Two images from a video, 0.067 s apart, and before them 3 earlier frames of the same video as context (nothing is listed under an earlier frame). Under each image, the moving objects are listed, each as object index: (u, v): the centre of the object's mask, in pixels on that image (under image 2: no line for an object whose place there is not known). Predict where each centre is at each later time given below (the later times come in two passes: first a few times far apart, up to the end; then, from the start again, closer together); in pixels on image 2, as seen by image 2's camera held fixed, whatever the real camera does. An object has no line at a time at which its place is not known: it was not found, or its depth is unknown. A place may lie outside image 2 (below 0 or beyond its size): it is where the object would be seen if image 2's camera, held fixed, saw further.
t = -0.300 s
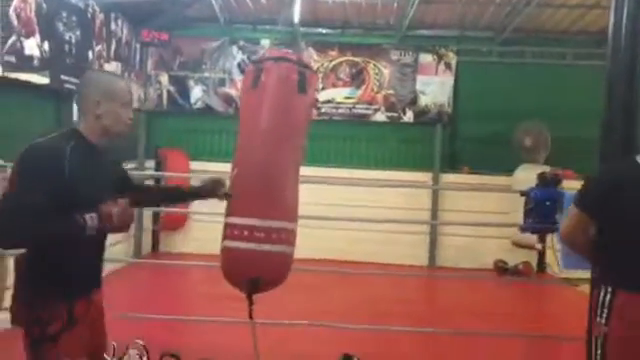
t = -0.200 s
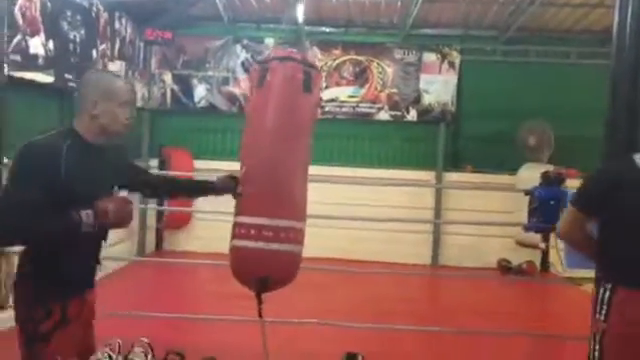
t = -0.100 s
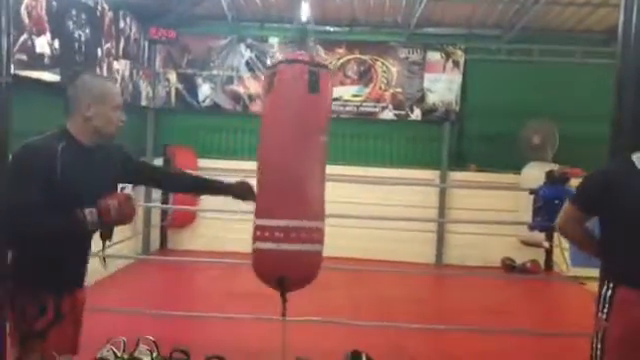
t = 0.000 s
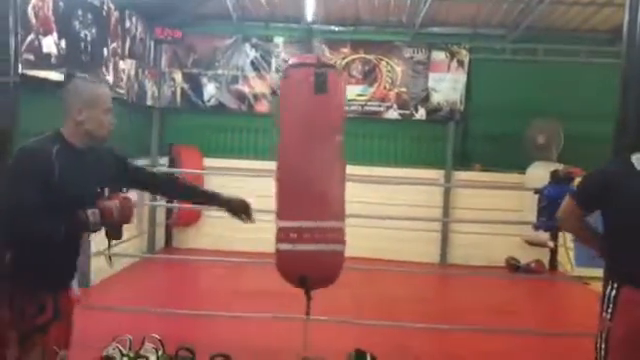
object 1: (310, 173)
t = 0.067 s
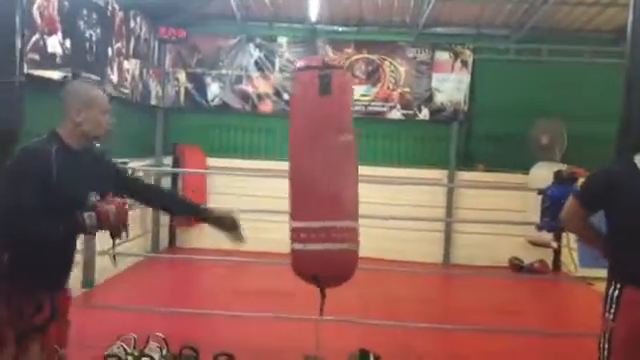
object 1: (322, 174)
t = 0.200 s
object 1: (339, 172)
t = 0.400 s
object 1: (350, 165)
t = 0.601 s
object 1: (347, 165)
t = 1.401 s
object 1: (269, 165)
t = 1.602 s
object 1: (277, 166)
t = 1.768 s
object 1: (295, 171)
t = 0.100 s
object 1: (328, 174)
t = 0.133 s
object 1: (331, 174)
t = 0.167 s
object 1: (335, 173)
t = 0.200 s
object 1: (339, 172)
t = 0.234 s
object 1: (342, 170)
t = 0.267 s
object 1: (344, 168)
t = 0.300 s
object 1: (345, 166)
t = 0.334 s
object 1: (348, 166)
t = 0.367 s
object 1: (349, 165)
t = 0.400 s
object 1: (350, 165)
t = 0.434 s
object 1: (351, 164)
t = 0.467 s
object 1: (351, 164)
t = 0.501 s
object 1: (350, 164)
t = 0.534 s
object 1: (349, 164)
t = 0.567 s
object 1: (348, 165)
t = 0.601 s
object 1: (347, 165)
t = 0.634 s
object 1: (345, 165)
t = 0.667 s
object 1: (342, 164)
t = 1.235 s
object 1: (276, 167)
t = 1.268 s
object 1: (273, 166)
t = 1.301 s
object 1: (271, 166)
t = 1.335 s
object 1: (270, 166)
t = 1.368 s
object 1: (269, 165)
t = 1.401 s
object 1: (269, 165)
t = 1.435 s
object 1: (269, 165)
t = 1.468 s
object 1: (270, 165)
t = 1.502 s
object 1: (270, 165)
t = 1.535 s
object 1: (272, 165)
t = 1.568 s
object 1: (274, 165)
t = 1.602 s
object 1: (277, 166)
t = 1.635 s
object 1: (280, 167)
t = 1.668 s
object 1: (283, 168)
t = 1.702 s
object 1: (287, 169)
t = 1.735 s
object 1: (290, 171)
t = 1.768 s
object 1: (295, 171)
